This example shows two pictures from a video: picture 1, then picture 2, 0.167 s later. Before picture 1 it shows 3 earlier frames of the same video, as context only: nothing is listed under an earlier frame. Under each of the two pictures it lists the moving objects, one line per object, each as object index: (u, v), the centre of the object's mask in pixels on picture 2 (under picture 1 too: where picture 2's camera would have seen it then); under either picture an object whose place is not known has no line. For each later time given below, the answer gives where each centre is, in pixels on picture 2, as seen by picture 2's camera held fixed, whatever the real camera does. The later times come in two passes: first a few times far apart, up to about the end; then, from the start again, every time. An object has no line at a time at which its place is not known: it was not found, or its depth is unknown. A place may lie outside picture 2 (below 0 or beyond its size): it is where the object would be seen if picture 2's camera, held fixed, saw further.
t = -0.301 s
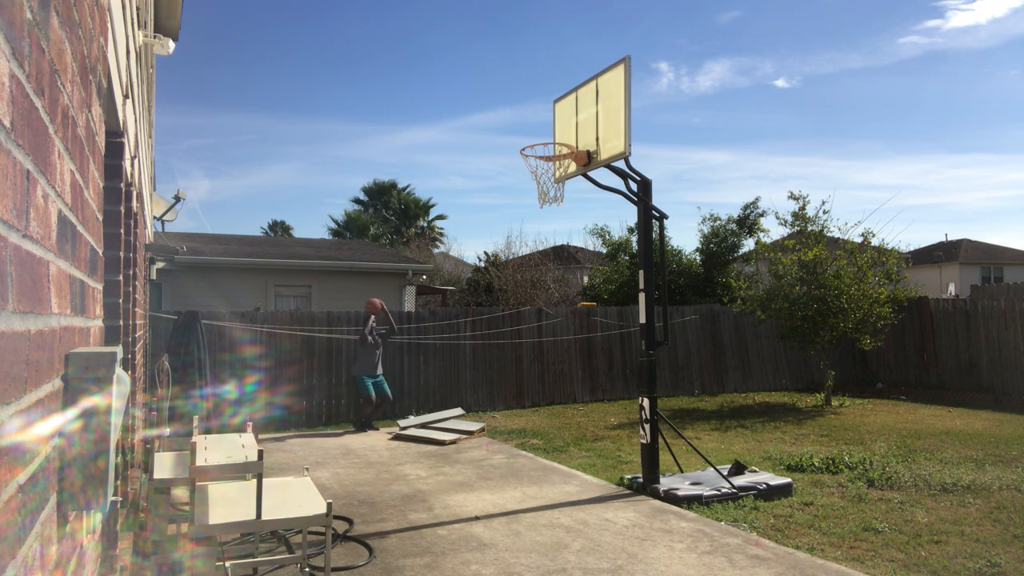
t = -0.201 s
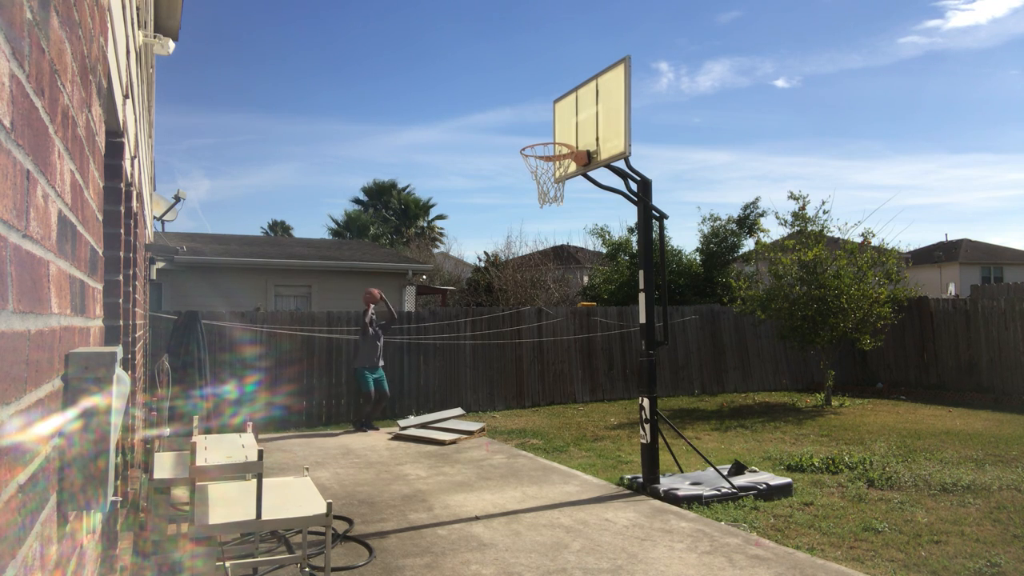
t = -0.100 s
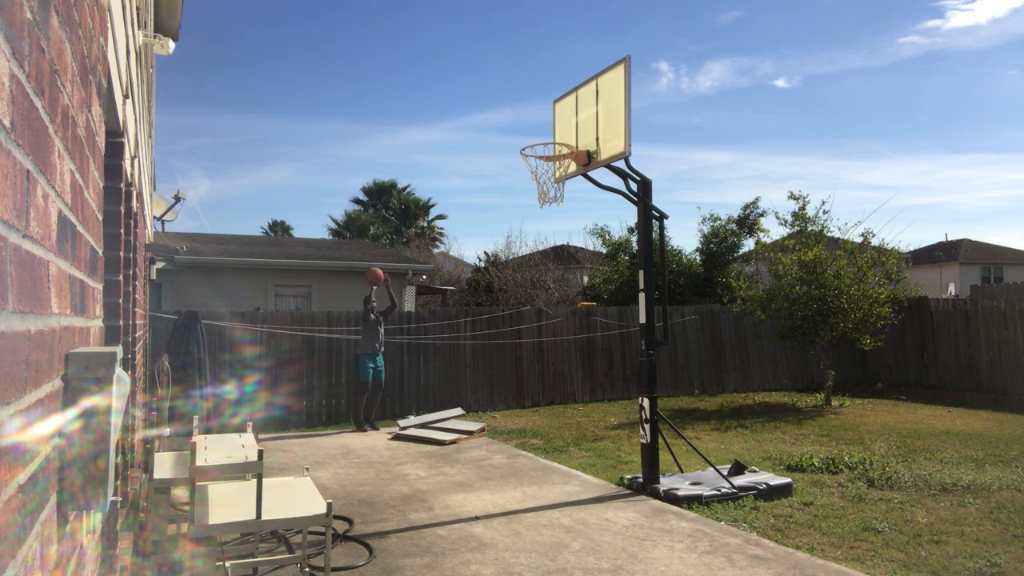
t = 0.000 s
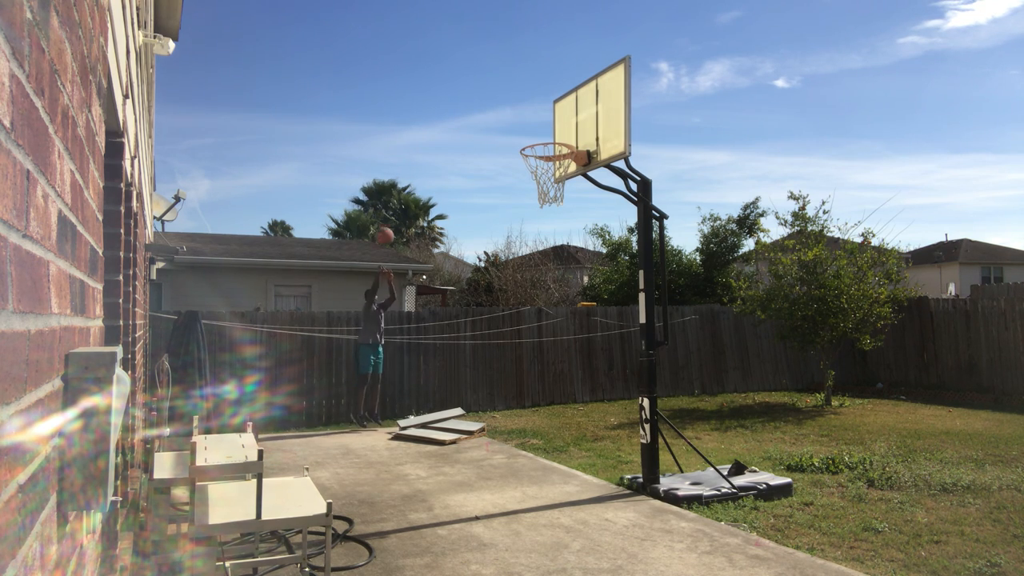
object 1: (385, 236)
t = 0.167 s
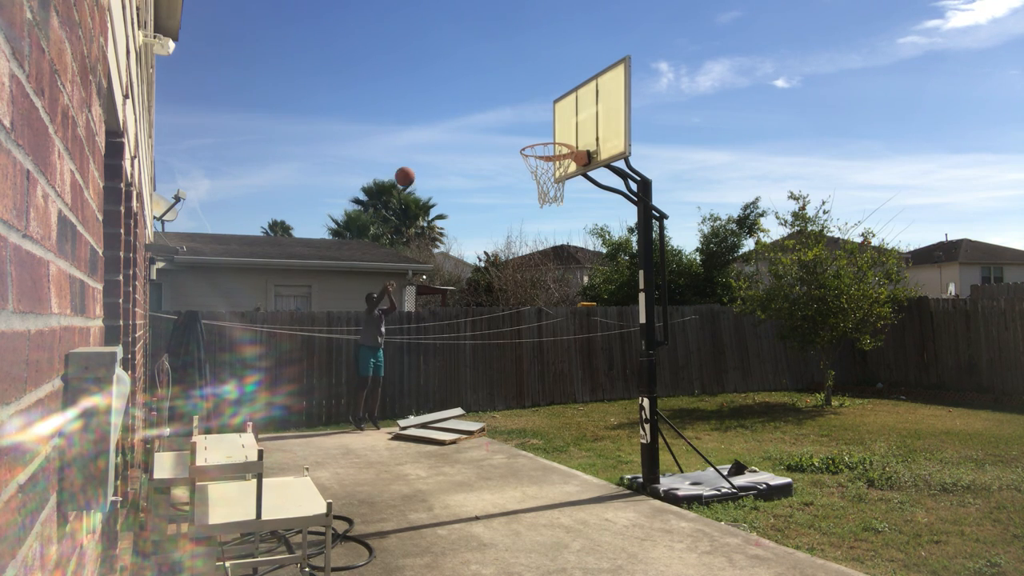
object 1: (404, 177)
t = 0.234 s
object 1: (413, 157)
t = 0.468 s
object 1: (448, 111)
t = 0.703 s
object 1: (488, 110)
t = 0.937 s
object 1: (515, 132)
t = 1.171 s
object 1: (497, 136)
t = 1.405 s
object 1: (477, 205)
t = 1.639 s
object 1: (457, 348)
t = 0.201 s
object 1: (409, 167)
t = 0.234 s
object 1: (413, 157)
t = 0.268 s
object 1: (418, 148)
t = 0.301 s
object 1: (422, 140)
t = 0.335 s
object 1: (427, 133)
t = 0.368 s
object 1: (432, 126)
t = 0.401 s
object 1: (437, 120)
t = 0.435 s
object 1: (442, 115)
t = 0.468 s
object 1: (448, 111)
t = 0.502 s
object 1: (453, 108)
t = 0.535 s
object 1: (458, 106)
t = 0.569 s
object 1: (464, 105)
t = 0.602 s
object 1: (470, 105)
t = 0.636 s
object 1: (475, 105)
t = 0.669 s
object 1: (482, 107)
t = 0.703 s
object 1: (488, 110)
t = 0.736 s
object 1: (495, 115)
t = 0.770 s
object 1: (501, 121)
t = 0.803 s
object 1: (508, 128)
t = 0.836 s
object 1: (516, 136)
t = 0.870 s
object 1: (520, 141)
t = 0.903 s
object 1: (518, 137)
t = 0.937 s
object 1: (515, 132)
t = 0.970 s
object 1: (513, 129)
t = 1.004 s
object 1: (510, 127)
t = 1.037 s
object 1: (508, 126)
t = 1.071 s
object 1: (505, 127)
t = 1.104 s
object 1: (503, 129)
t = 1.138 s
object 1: (500, 132)
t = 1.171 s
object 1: (497, 136)
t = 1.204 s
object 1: (494, 142)
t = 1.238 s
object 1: (491, 149)
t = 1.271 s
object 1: (489, 157)
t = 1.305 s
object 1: (486, 167)
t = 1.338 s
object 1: (483, 178)
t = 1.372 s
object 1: (480, 191)
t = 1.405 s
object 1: (477, 205)
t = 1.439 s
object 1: (474, 221)
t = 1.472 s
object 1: (471, 238)
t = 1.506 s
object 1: (469, 256)
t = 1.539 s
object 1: (465, 277)
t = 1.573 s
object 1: (463, 299)
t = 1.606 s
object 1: (460, 323)
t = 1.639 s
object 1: (457, 348)
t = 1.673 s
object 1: (454, 374)
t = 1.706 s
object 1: (451, 403)
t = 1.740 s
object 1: (448, 433)
